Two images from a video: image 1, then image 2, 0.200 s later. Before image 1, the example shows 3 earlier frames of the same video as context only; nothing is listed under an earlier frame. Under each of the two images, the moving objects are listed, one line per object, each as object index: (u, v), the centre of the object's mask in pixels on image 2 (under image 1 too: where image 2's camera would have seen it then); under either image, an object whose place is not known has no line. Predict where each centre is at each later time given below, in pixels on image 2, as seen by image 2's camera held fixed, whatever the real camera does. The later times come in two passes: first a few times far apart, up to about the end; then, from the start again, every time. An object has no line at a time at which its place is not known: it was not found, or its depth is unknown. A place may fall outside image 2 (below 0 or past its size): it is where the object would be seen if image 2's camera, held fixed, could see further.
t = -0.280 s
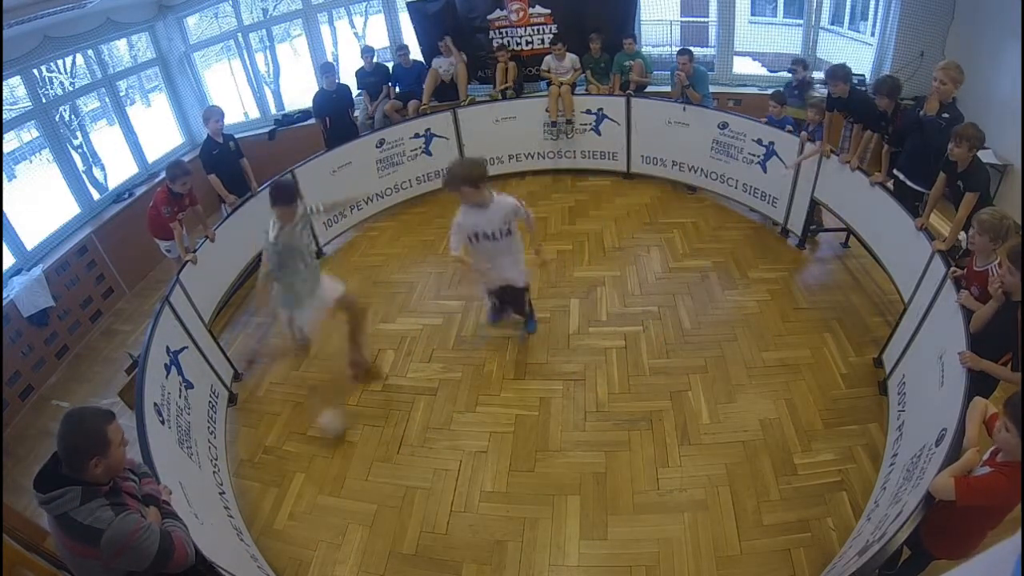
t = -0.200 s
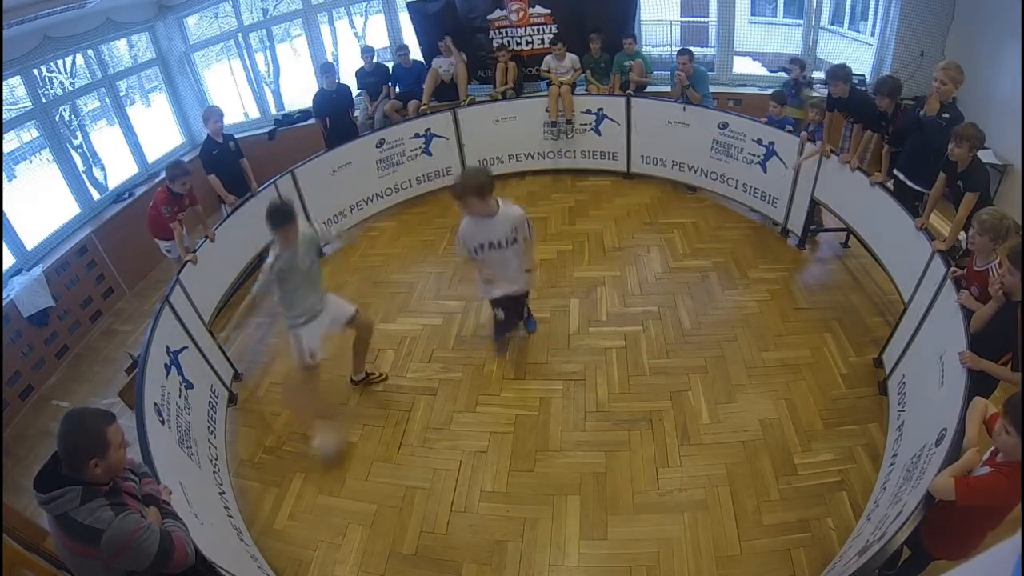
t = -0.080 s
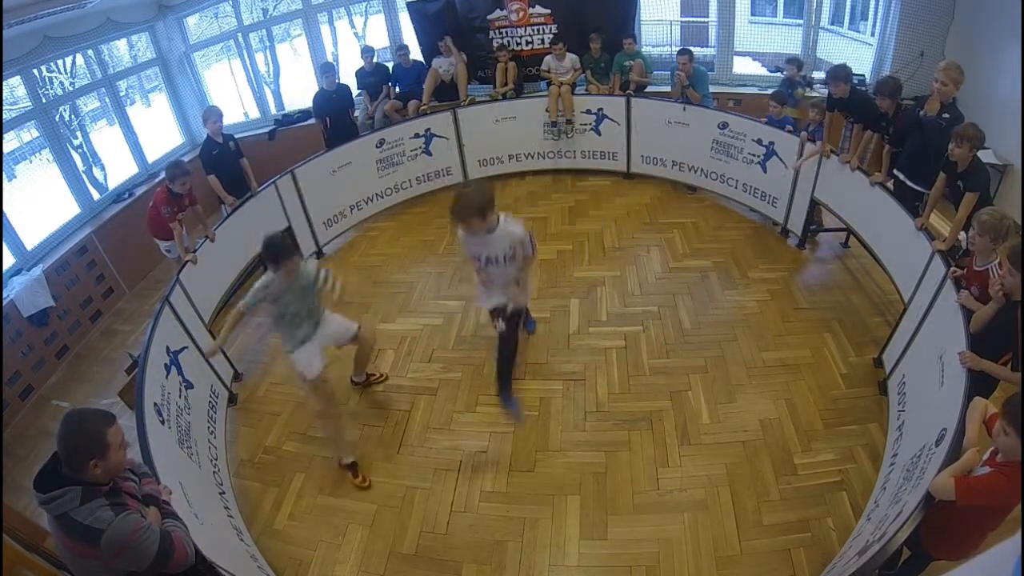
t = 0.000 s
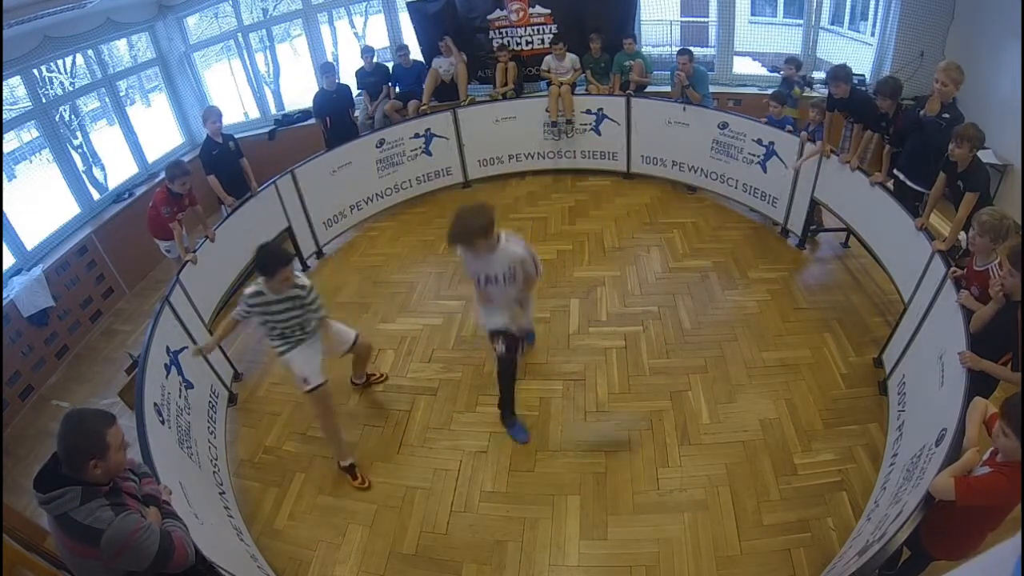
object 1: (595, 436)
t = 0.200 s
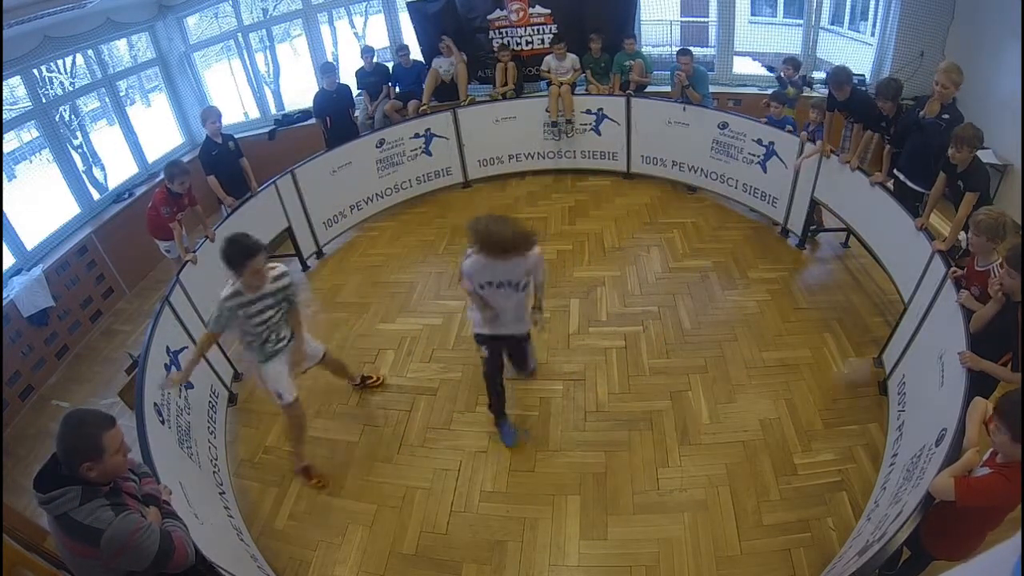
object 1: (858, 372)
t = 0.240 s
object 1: (870, 363)
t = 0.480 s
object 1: (762, 302)
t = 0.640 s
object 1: (719, 277)
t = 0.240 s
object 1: (870, 363)
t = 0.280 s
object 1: (852, 350)
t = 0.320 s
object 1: (828, 339)
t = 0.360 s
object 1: (810, 325)
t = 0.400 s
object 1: (792, 320)
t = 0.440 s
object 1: (778, 310)
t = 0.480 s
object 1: (762, 302)
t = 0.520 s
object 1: (752, 295)
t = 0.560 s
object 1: (739, 288)
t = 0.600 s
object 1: (728, 282)
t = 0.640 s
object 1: (719, 277)
